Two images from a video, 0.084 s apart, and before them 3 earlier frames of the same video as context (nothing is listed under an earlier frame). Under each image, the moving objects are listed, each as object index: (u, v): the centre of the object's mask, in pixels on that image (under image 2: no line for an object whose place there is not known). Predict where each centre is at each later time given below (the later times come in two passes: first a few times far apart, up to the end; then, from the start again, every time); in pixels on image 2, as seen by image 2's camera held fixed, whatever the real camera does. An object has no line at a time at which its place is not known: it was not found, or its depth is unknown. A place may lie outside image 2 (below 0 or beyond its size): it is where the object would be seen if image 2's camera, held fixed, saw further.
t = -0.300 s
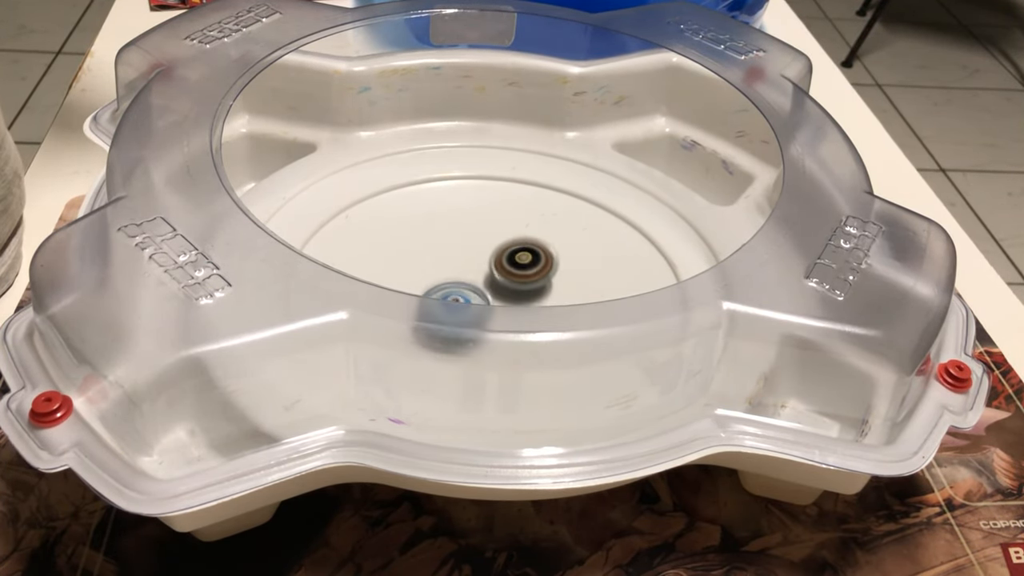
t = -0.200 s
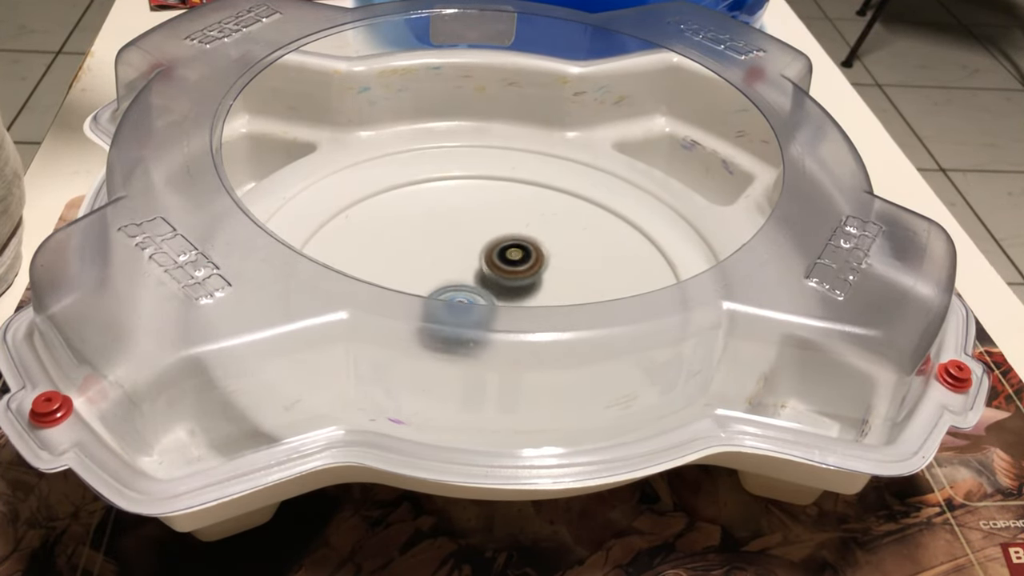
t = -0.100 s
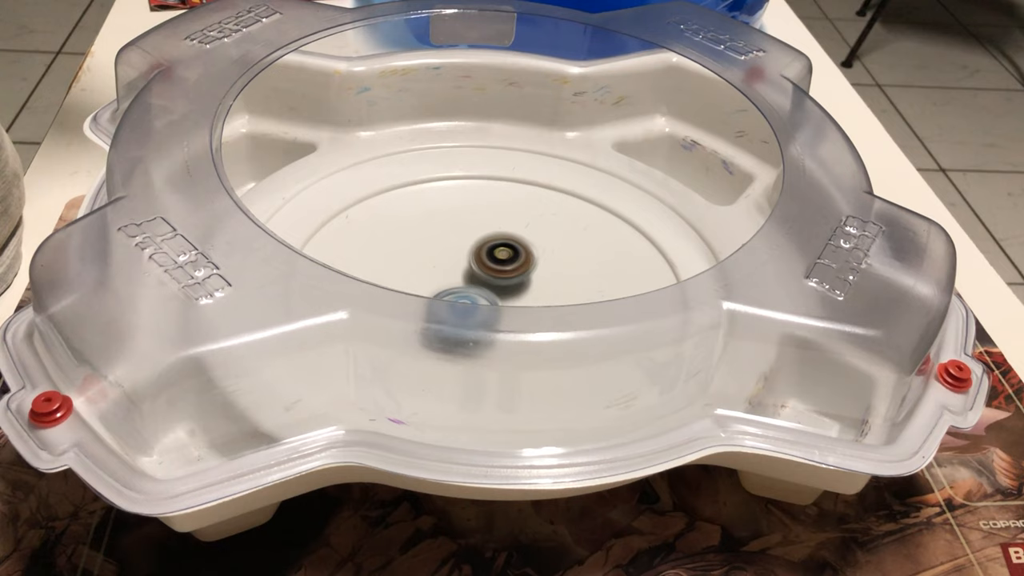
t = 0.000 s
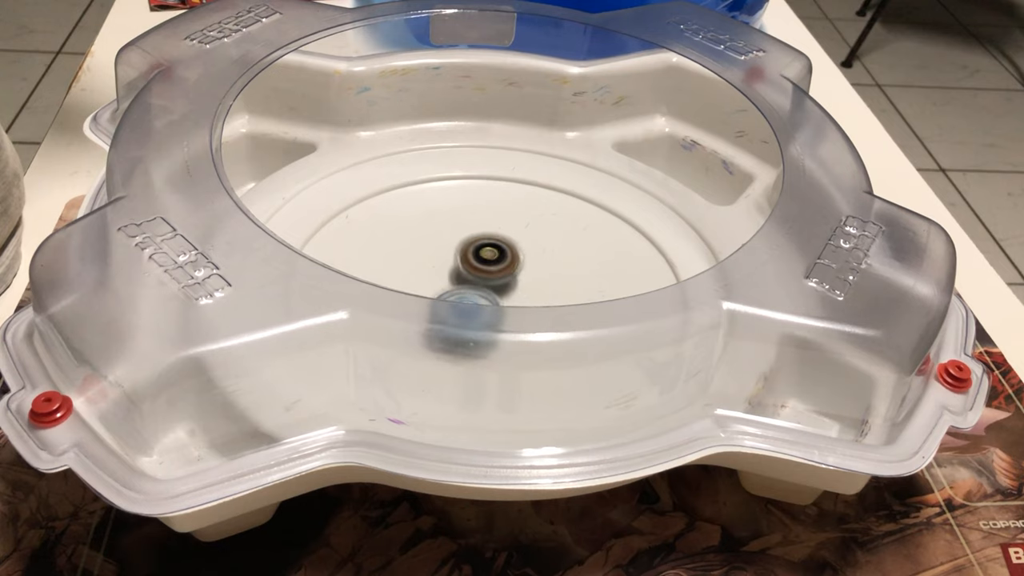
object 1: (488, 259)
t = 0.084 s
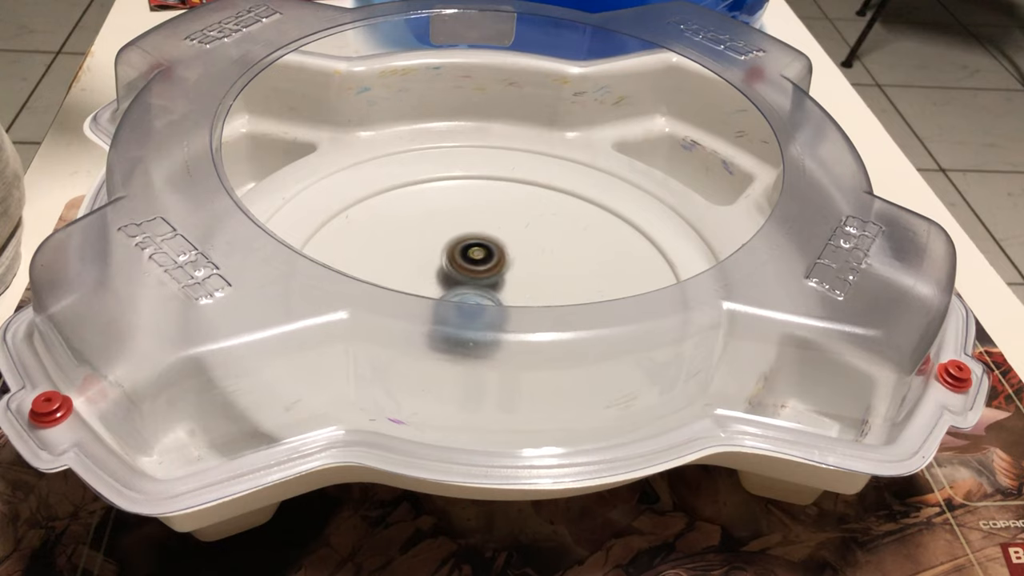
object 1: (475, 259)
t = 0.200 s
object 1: (460, 260)
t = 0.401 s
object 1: (444, 268)
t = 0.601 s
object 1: (429, 266)
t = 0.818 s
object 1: (436, 247)
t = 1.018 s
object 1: (469, 281)
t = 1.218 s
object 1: (456, 298)
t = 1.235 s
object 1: (454, 299)
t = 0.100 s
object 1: (473, 259)
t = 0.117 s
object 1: (471, 259)
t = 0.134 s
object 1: (469, 259)
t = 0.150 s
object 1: (466, 260)
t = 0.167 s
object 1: (464, 259)
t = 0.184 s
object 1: (462, 259)
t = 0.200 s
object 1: (460, 260)
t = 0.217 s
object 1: (458, 260)
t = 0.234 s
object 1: (457, 260)
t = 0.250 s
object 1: (456, 260)
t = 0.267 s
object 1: (454, 261)
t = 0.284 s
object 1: (454, 261)
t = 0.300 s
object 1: (452, 261)
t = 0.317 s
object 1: (451, 262)
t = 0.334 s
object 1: (450, 262)
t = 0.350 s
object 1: (449, 263)
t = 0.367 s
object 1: (448, 263)
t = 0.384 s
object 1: (445, 267)
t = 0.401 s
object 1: (444, 268)
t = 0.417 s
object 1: (444, 269)
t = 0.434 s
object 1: (444, 269)
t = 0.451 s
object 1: (444, 270)
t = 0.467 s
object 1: (443, 270)
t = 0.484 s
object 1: (443, 271)
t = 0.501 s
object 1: (443, 272)
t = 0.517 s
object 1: (443, 272)
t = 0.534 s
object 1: (443, 273)
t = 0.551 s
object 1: (440, 273)
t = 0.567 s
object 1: (436, 271)
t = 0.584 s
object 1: (432, 270)
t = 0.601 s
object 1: (429, 266)
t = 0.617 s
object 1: (427, 263)
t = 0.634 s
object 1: (424, 261)
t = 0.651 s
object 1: (422, 258)
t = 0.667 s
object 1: (421, 256)
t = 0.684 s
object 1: (421, 253)
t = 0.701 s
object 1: (422, 251)
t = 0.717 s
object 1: (423, 249)
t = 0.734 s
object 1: (424, 248)
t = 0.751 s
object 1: (426, 248)
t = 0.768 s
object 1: (428, 247)
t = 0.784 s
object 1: (430, 247)
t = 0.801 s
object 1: (433, 247)
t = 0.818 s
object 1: (436, 247)
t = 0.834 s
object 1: (440, 249)
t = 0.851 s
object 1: (444, 250)
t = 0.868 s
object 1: (447, 252)
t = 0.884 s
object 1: (451, 255)
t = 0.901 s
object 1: (454, 258)
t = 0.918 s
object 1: (457, 261)
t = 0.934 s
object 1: (460, 264)
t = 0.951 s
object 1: (462, 268)
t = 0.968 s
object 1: (463, 275)
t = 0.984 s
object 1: (465, 277)
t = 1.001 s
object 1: (467, 279)
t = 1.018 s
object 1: (469, 281)
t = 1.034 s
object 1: (470, 282)
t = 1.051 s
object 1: (471, 284)
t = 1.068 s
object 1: (470, 287)
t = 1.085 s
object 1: (470, 288)
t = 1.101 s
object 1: (469, 290)
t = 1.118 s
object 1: (468, 291)
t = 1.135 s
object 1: (466, 293)
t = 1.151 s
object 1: (464, 294)
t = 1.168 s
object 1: (462, 295)
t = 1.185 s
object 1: (460, 296)
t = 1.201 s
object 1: (457, 297)
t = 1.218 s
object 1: (456, 298)
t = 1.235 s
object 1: (454, 299)
